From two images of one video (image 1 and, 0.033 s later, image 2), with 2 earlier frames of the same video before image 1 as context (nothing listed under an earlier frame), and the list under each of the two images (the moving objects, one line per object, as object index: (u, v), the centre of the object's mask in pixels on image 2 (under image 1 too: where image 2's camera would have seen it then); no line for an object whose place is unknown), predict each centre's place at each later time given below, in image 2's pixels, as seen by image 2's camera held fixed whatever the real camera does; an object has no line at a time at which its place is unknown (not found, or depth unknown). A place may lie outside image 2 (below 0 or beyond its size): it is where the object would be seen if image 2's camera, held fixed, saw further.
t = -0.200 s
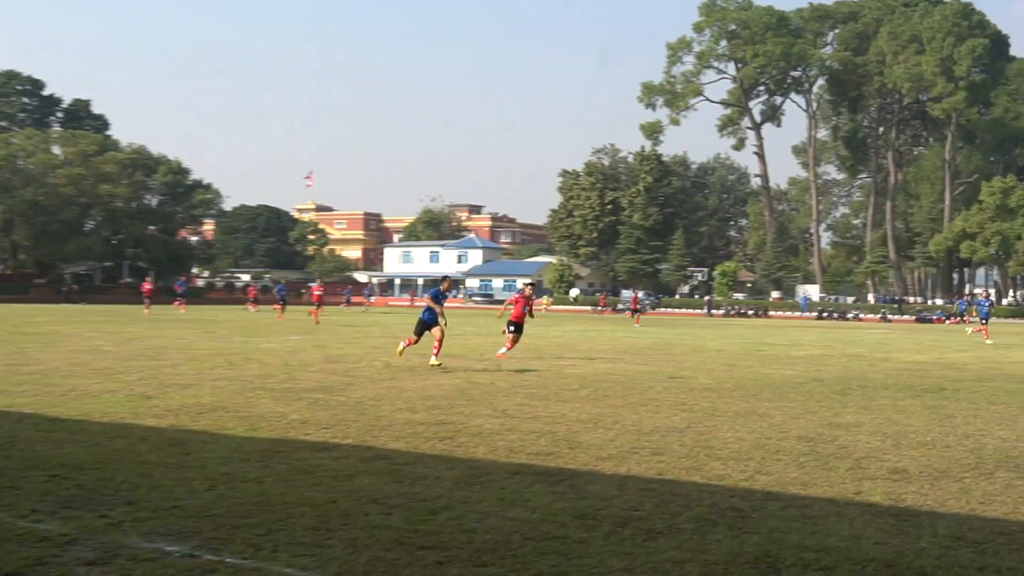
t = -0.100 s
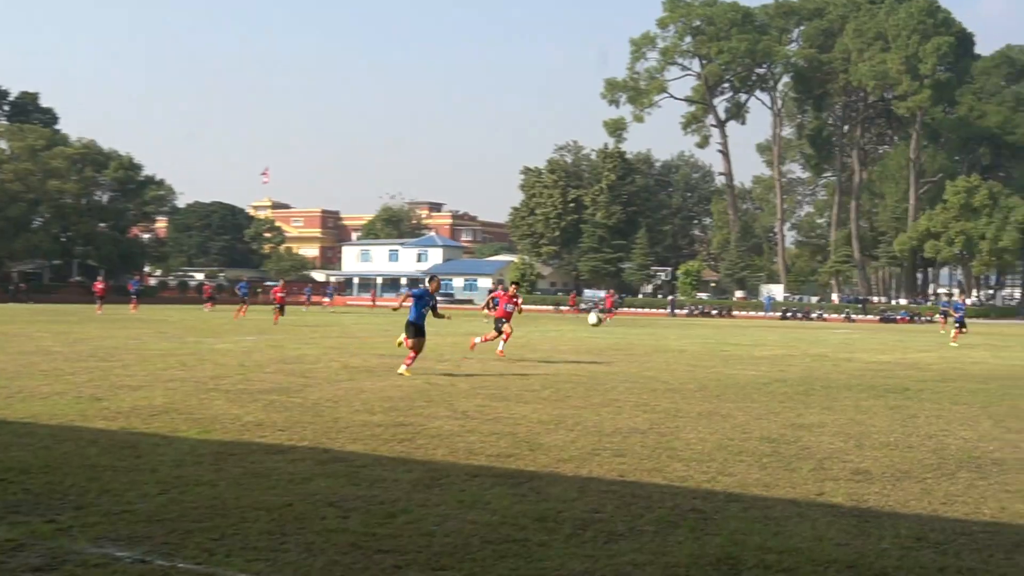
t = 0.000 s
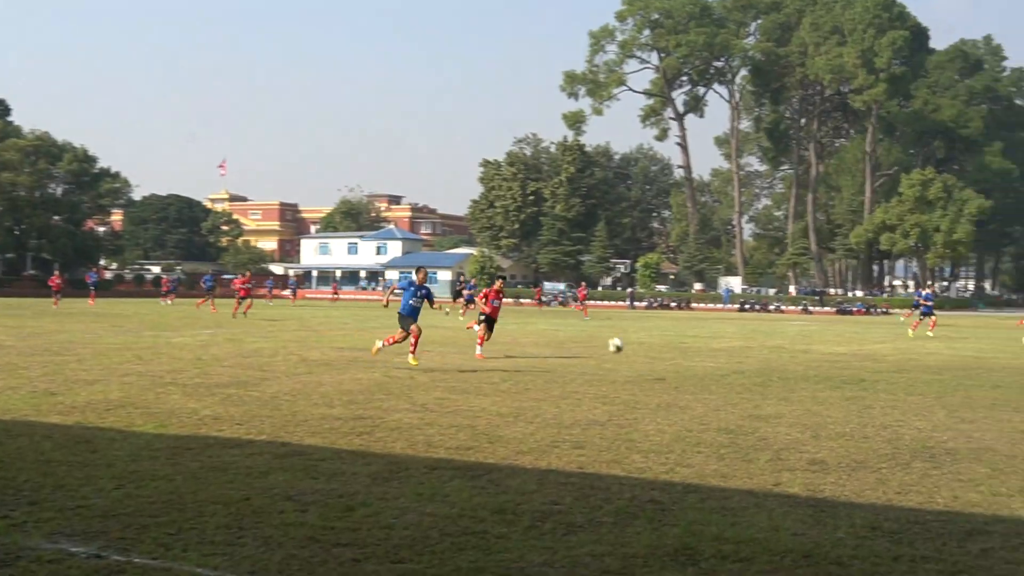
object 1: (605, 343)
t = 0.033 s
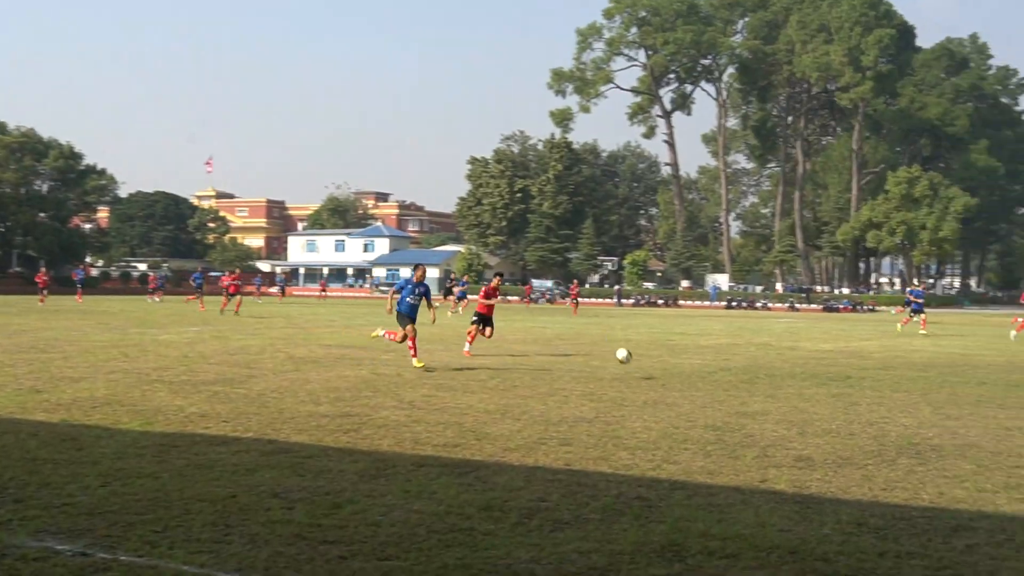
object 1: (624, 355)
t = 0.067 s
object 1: (644, 370)
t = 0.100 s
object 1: (659, 371)
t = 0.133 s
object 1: (671, 362)
